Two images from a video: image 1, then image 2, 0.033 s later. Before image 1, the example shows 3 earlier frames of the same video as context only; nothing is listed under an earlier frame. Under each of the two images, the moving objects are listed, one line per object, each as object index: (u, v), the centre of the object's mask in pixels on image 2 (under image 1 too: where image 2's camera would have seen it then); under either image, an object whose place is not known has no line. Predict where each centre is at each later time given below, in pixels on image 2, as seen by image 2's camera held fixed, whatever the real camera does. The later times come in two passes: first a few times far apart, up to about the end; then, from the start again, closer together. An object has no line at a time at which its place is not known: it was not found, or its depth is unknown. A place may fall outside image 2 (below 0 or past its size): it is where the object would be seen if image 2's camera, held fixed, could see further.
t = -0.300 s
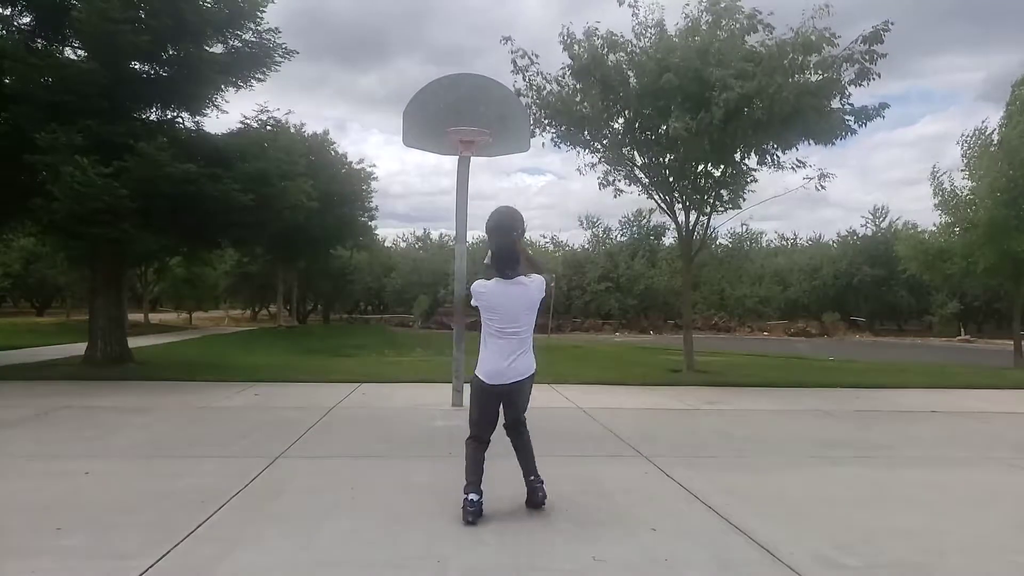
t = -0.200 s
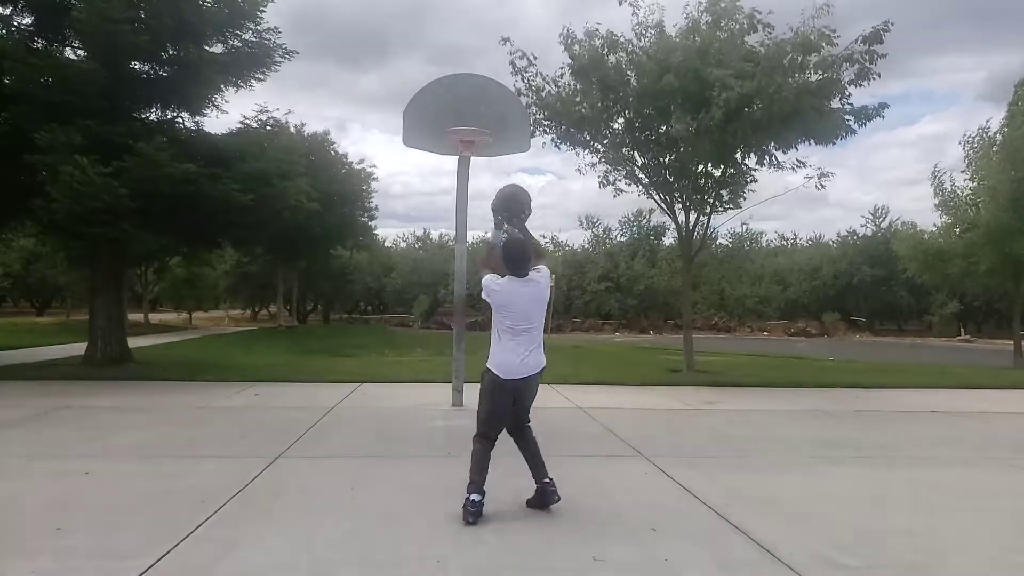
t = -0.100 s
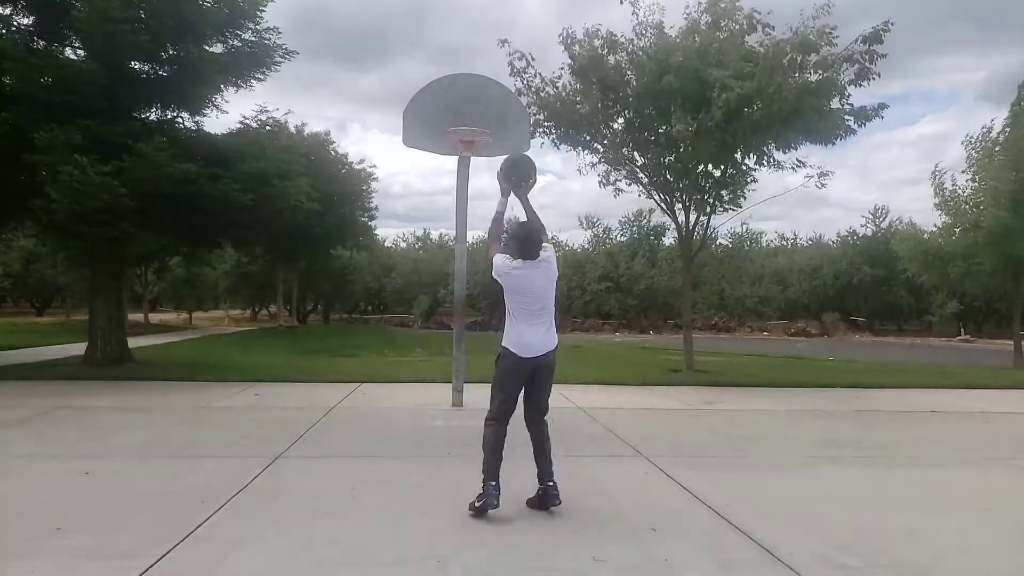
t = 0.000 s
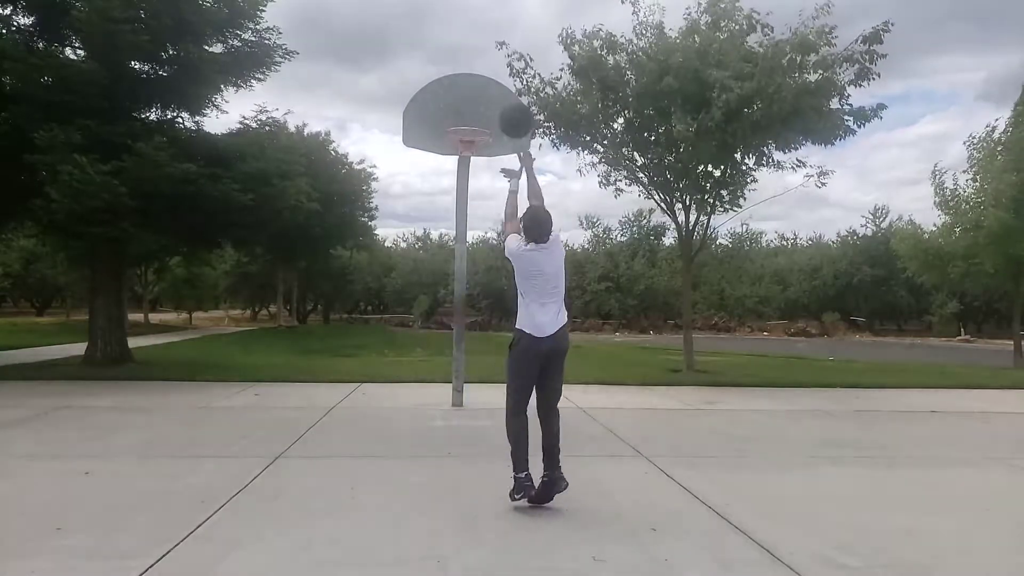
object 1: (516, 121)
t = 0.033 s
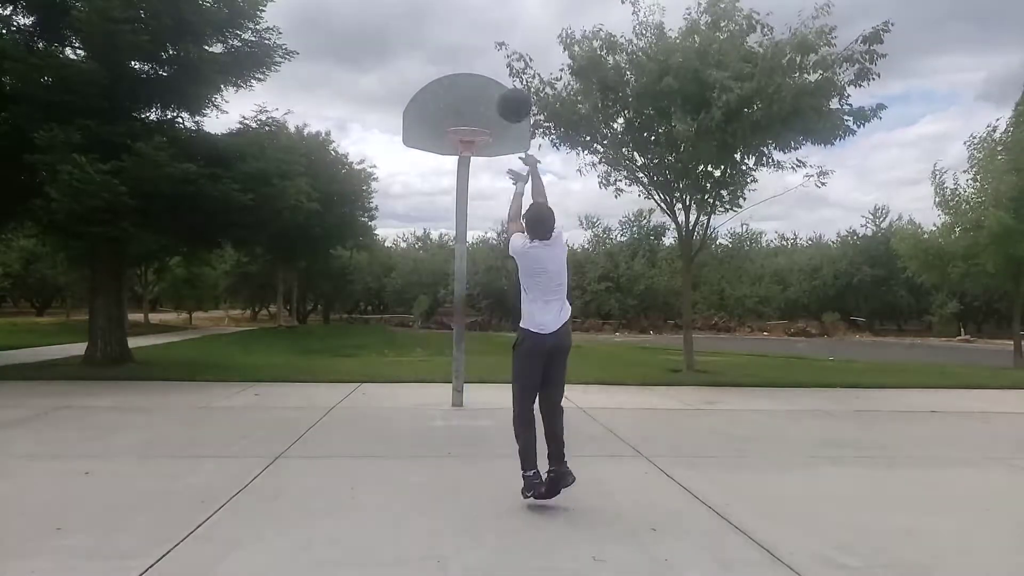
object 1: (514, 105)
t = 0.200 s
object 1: (504, 62)
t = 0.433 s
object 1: (494, 66)
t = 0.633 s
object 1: (488, 112)
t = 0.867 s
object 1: (477, 120)
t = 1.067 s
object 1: (473, 121)
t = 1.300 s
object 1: (464, 128)
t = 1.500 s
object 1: (478, 124)
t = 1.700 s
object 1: (461, 135)
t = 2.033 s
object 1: (455, 219)
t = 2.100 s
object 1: (455, 248)
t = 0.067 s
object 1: (512, 93)
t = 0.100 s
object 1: (510, 83)
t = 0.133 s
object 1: (508, 74)
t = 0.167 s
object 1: (506, 67)
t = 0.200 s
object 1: (504, 62)
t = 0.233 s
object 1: (502, 59)
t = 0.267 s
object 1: (501, 57)
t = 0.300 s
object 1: (499, 56)
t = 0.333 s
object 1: (498, 57)
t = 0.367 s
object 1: (497, 58)
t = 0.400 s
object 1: (495, 61)
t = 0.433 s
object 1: (494, 66)
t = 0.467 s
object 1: (493, 71)
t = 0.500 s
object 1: (492, 77)
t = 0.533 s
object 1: (491, 85)
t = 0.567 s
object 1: (490, 93)
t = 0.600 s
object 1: (489, 103)
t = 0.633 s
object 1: (488, 112)
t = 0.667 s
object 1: (487, 120)
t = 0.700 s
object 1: (485, 120)
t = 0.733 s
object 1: (483, 119)
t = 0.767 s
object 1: (481, 118)
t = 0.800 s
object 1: (479, 120)
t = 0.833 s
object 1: (477, 121)
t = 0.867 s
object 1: (477, 120)
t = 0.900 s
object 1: (476, 118)
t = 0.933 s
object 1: (475, 117)
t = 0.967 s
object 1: (475, 117)
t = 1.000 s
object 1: (474, 118)
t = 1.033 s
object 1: (473, 119)
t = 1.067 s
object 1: (473, 121)
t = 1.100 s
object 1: (472, 121)
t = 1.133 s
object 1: (469, 121)
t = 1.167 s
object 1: (467, 121)
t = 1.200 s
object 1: (465, 121)
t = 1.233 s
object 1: (463, 128)
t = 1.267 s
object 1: (462, 129)
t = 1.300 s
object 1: (464, 128)
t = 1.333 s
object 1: (467, 121)
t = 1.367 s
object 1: (469, 120)
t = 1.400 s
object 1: (472, 121)
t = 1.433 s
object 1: (475, 121)
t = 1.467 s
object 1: (478, 122)
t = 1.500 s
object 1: (478, 124)
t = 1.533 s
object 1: (475, 121)
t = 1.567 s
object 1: (472, 121)
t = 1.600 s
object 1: (470, 122)
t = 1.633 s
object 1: (467, 123)
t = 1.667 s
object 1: (463, 124)
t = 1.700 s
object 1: (461, 135)
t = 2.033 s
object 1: (455, 219)
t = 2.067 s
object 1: (455, 233)
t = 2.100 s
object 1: (455, 248)
